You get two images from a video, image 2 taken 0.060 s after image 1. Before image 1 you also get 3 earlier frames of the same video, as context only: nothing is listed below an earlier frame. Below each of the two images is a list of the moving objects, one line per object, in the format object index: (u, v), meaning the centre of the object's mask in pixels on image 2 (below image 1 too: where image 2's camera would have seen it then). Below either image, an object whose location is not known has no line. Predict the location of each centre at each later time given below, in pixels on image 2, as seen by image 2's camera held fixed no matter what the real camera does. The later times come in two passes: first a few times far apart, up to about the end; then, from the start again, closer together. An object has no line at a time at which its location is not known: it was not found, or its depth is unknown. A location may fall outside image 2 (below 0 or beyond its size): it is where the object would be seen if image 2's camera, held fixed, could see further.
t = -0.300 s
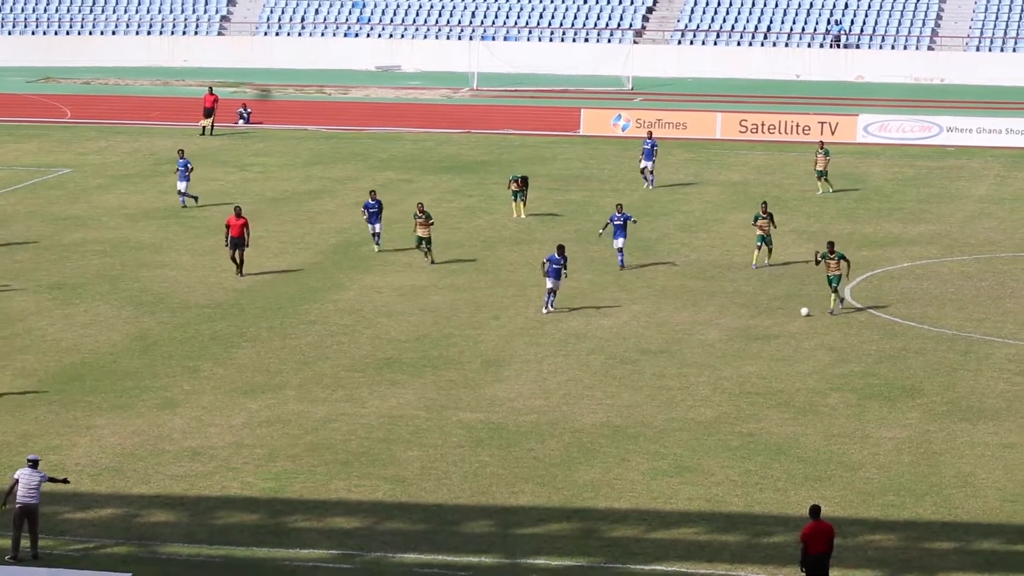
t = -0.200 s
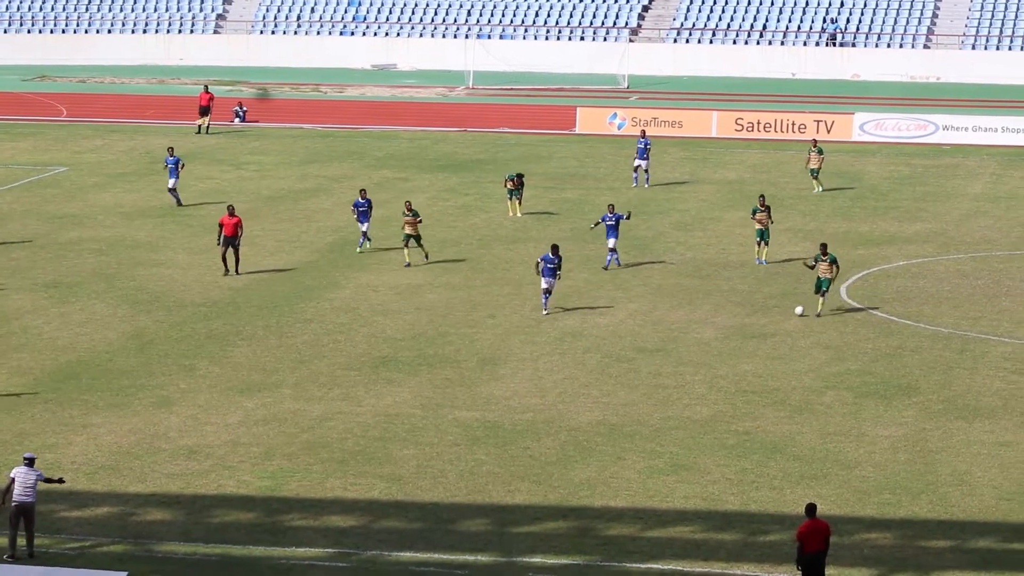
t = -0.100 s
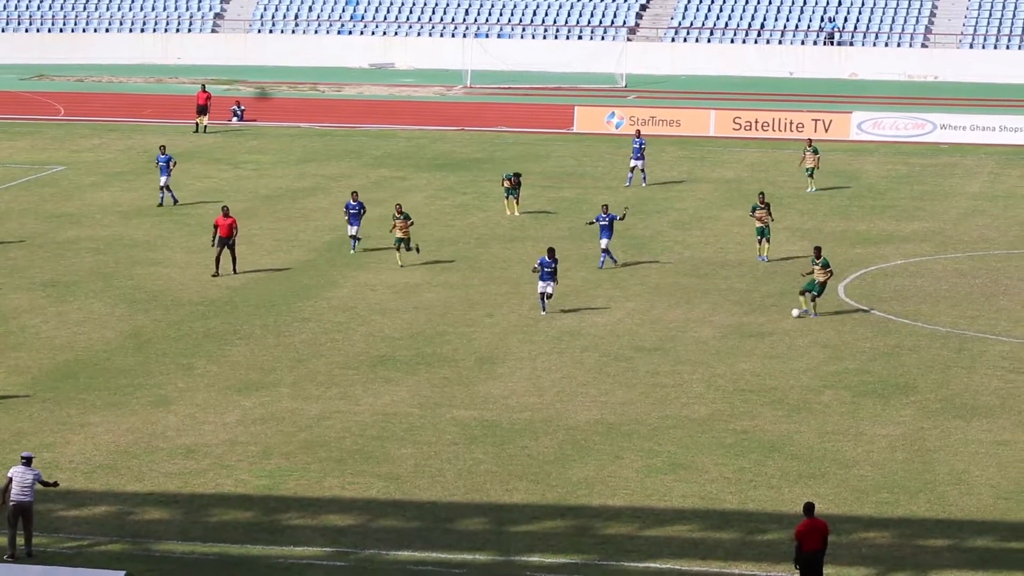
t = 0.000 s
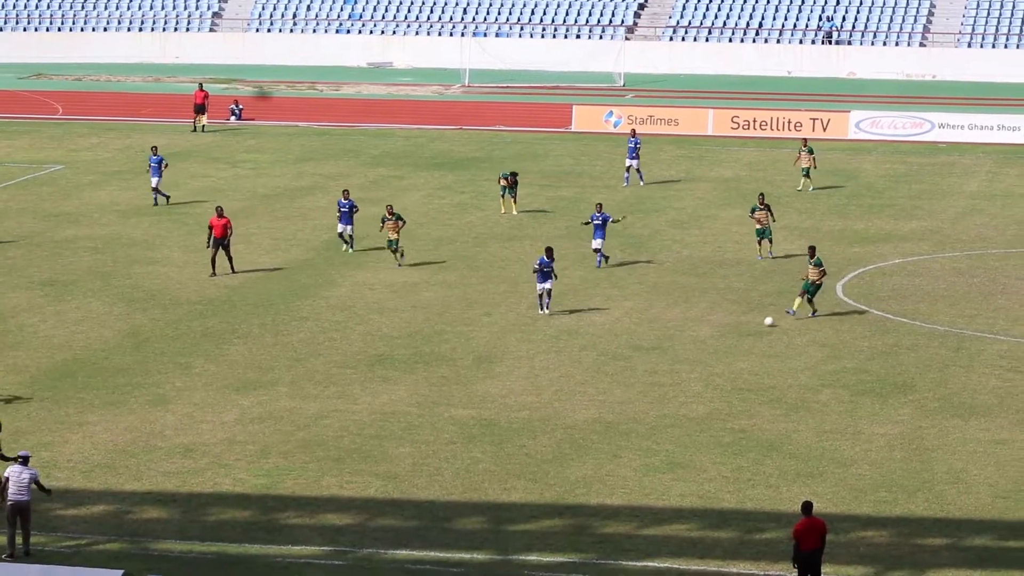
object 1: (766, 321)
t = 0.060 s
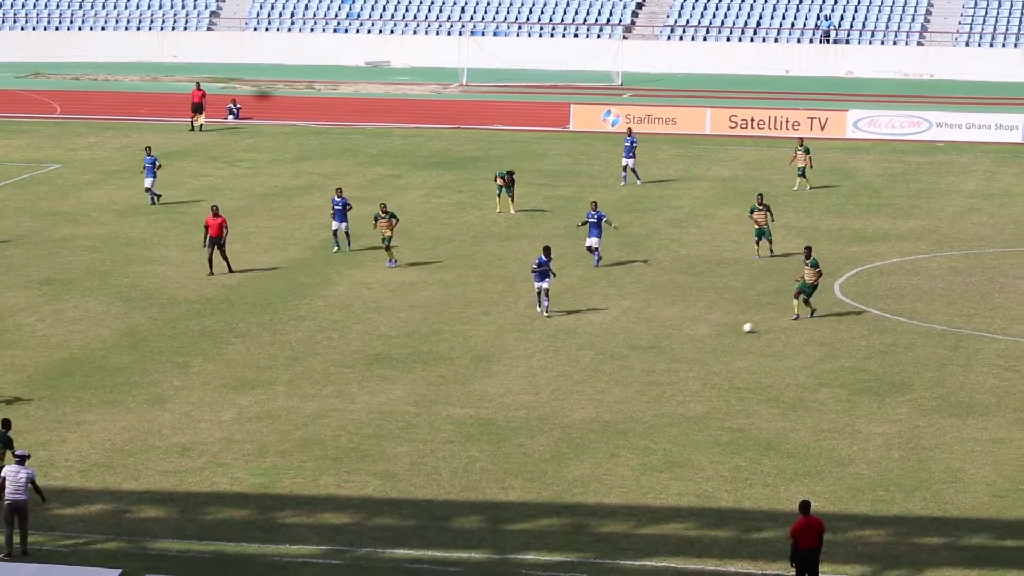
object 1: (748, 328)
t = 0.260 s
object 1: (688, 352)
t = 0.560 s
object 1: (608, 386)
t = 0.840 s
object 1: (544, 416)
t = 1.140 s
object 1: (485, 444)
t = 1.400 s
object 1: (438, 467)
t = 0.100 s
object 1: (736, 333)
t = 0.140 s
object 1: (723, 338)
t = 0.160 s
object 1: (717, 341)
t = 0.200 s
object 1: (705, 346)
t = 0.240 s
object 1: (694, 350)
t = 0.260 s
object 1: (688, 352)
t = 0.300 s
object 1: (677, 355)
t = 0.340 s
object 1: (665, 361)
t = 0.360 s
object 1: (660, 364)
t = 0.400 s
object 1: (649, 370)
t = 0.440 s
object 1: (638, 375)
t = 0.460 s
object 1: (632, 377)
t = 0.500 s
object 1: (623, 381)
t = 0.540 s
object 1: (613, 384)
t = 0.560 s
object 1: (608, 386)
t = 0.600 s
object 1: (599, 391)
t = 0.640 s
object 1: (589, 395)
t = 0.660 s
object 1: (584, 398)
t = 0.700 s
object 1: (574, 403)
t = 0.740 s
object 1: (565, 406)
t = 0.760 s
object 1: (561, 408)
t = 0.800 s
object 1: (553, 412)
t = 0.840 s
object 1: (544, 416)
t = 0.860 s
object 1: (540, 419)
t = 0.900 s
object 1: (531, 424)
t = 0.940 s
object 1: (523, 427)
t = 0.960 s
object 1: (519, 429)
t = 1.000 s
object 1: (511, 432)
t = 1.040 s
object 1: (504, 435)
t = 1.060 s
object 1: (500, 437)
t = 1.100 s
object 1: (492, 441)
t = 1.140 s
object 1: (485, 444)
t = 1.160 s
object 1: (481, 446)
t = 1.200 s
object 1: (474, 449)
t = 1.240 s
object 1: (467, 453)
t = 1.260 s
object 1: (463, 455)
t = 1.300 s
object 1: (456, 459)
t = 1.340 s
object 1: (449, 462)
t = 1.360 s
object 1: (445, 463)
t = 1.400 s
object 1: (438, 467)
